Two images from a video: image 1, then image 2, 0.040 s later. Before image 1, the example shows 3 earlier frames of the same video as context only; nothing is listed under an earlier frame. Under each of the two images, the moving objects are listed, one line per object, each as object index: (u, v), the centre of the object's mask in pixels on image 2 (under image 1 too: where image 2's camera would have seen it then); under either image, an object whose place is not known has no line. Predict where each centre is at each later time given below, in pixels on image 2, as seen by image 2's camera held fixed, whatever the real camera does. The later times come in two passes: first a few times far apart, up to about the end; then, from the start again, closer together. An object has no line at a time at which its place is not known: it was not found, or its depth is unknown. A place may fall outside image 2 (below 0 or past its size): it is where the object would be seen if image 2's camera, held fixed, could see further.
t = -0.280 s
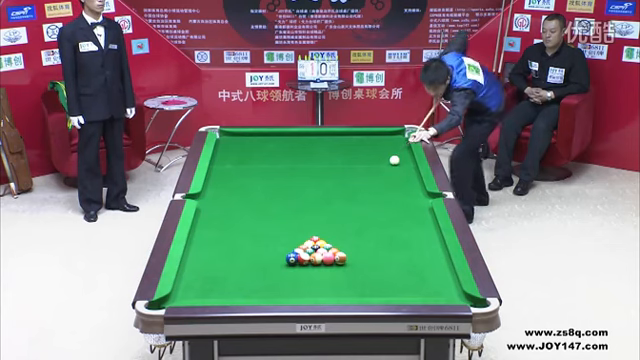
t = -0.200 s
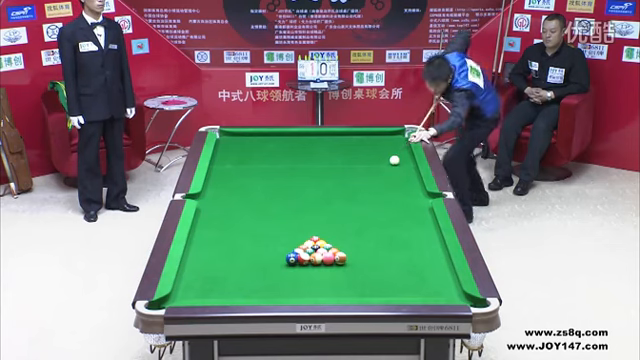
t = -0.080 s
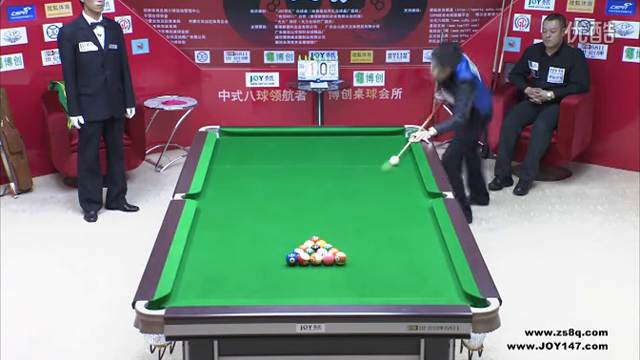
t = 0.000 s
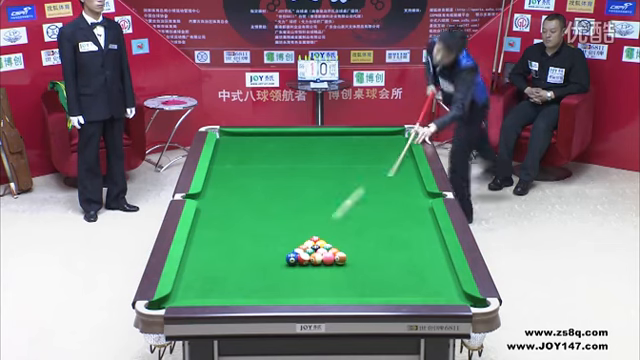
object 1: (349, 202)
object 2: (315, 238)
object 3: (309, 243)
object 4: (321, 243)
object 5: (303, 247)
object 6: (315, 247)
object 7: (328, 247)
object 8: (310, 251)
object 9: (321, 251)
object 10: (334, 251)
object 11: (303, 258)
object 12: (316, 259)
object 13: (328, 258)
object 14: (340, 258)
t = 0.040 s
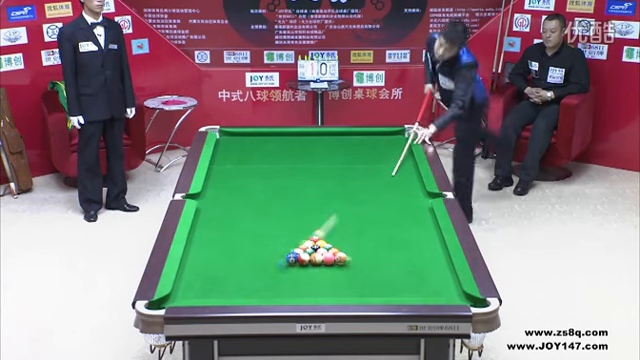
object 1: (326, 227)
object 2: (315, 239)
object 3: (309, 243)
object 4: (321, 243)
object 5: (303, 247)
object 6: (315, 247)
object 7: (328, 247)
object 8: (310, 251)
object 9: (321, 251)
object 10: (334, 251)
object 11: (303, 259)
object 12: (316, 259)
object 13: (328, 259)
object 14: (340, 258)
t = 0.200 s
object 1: (313, 225)
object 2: (279, 232)
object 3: (267, 234)
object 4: (323, 242)
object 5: (293, 246)
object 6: (313, 249)
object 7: (334, 249)
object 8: (301, 262)
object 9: (323, 254)
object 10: (342, 254)
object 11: (301, 280)
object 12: (343, 263)
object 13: (367, 283)
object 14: (406, 292)
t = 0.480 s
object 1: (306, 210)
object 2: (282, 217)
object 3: (221, 203)
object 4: (327, 238)
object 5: (277, 242)
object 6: (311, 246)
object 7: (344, 249)
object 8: (287, 272)
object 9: (325, 255)
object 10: (356, 263)
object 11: (292, 283)
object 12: (385, 270)
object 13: (409, 278)
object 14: (440, 247)
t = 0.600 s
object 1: (303, 203)
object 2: (307, 211)
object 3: (208, 186)
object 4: (329, 236)
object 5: (271, 240)
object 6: (310, 246)
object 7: (348, 248)
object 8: (276, 273)
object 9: (325, 254)
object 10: (361, 265)
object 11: (294, 280)
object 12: (402, 273)
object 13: (420, 268)
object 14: (423, 233)
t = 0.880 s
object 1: (298, 192)
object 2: (348, 197)
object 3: (240, 159)
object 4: (332, 232)
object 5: (257, 237)
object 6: (309, 245)
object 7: (356, 248)
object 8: (248, 268)
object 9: (325, 254)
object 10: (374, 270)
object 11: (303, 279)
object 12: (442, 281)
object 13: (439, 248)
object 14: (392, 206)
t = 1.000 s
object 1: (296, 187)
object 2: (364, 192)
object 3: (250, 148)
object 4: (333, 230)
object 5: (252, 235)
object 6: (308, 245)
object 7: (358, 248)
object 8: (237, 265)
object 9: (325, 254)
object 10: (379, 272)
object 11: (306, 279)
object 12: (449, 283)
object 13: (429, 241)
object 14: (381, 195)
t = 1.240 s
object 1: (291, 178)
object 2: (358, 176)
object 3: (269, 136)
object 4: (335, 228)
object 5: (241, 232)
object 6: (308, 245)
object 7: (364, 247)
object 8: (215, 262)
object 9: (325, 254)
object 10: (388, 276)
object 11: (311, 278)
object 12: (431, 287)
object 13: (410, 228)
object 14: (397, 181)
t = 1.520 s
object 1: (287, 169)
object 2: (353, 160)
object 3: (292, 151)
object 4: (337, 226)
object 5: (230, 230)
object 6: (307, 244)
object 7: (368, 247)
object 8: (193, 260)
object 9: (329, 255)
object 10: (398, 280)
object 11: (315, 278)
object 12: (412, 291)
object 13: (391, 214)
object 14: (412, 167)
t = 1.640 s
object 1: (285, 165)
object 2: (350, 154)
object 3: (302, 156)
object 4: (338, 225)
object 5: (226, 228)
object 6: (308, 244)
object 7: (370, 247)
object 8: (190, 258)
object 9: (338, 255)
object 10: (402, 280)
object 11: (317, 278)
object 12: (404, 292)
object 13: (383, 209)
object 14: (406, 161)
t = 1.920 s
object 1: (282, 157)
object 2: (346, 140)
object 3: (326, 170)
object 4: (339, 224)
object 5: (217, 226)
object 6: (308, 245)
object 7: (372, 247)
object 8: (204, 256)
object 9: (355, 257)
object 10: (410, 284)
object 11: (319, 278)
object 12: (387, 293)
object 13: (367, 197)
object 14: (390, 149)
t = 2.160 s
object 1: (279, 150)
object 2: (344, 136)
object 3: (347, 182)
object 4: (340, 223)
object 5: (211, 224)
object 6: (308, 245)
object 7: (372, 247)
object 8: (215, 253)
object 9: (368, 258)
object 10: (416, 286)
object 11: (319, 278)
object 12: (375, 293)
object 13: (354, 188)
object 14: (379, 140)
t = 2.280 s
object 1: (277, 147)
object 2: (344, 139)
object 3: (352, 181)
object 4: (340, 224)
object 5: (208, 224)
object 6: (308, 245)
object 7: (372, 246)
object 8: (219, 253)
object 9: (375, 259)
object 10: (418, 287)
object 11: (319, 278)
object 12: (369, 292)
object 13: (355, 192)
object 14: (373, 135)
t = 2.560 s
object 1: (275, 141)
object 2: (345, 146)
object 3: (362, 177)
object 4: (341, 223)
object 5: (201, 222)
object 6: (308, 245)
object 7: (372, 247)
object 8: (230, 251)
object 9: (388, 259)
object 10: (424, 289)
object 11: (319, 278)
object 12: (356, 292)
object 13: (357, 201)
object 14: (360, 138)
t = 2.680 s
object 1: (273, 138)
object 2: (345, 150)
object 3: (366, 176)
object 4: (341, 223)
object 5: (199, 222)
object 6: (308, 245)
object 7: (372, 247)
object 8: (233, 251)
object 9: (394, 260)
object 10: (425, 289)
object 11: (319, 278)
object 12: (352, 291)
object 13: (358, 204)
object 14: (354, 140)
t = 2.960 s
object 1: (271, 133)
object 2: (346, 157)
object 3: (375, 173)
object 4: (341, 223)
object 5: (199, 221)
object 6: (308, 244)
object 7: (372, 247)
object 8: (242, 249)
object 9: (405, 260)
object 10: (429, 290)
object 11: (319, 278)
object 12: (343, 290)
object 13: (360, 212)
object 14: (341, 146)
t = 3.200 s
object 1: (269, 136)
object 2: (347, 163)
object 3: (381, 171)
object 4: (341, 223)
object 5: (201, 221)
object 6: (308, 245)
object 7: (372, 247)
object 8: (248, 248)
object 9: (414, 261)
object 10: (430, 290)
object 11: (319, 278)
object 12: (336, 290)
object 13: (362, 218)
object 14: (329, 152)
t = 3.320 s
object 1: (268, 138)
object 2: (348, 166)
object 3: (384, 170)
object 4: (341, 223)
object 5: (201, 220)
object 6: (308, 245)
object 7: (372, 247)
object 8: (250, 248)
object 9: (417, 261)
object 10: (431, 290)
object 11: (319, 278)
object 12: (334, 290)
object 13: (362, 221)
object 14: (324, 154)
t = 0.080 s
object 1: (317, 232)
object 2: (305, 237)
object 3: (296, 241)
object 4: (322, 243)
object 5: (300, 249)
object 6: (314, 248)
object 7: (330, 248)
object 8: (308, 254)
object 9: (322, 252)
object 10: (336, 254)
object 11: (303, 264)
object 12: (323, 260)
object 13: (338, 265)
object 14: (355, 266)
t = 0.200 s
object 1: (313, 225)
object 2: (279, 232)
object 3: (267, 234)
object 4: (323, 242)
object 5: (293, 246)
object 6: (313, 249)
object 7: (334, 249)
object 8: (301, 262)
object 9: (323, 254)
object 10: (342, 254)
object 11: (301, 280)
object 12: (343, 263)
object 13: (367, 283)
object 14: (406, 292)
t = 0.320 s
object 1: (310, 218)
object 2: (257, 226)
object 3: (243, 228)
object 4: (325, 240)
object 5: (286, 245)
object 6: (312, 248)
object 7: (338, 249)
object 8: (295, 267)
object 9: (324, 254)
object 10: (348, 259)
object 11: (298, 294)
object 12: (361, 266)
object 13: (393, 292)
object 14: (423, 271)
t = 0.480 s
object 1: (306, 210)
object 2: (282, 217)
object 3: (221, 203)
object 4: (327, 238)
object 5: (277, 242)
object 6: (311, 246)
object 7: (344, 249)
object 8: (287, 272)
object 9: (325, 255)
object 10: (356, 263)
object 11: (292, 283)
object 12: (385, 270)
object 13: (409, 278)
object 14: (440, 247)
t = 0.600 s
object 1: (303, 203)
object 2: (307, 211)
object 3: (208, 186)
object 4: (329, 236)
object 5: (271, 240)
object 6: (310, 246)
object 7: (348, 248)
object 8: (276, 273)
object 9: (325, 254)
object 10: (361, 265)
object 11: (294, 280)
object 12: (402, 273)
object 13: (420, 268)
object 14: (423, 233)
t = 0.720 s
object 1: (301, 199)
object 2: (325, 205)
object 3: (224, 174)
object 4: (330, 234)
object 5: (265, 239)
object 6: (309, 245)
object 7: (352, 248)
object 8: (263, 270)
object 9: (325, 254)
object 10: (367, 267)
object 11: (298, 280)
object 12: (420, 276)
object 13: (431, 259)
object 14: (409, 221)
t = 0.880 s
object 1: (298, 192)
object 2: (348, 197)
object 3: (240, 159)
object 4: (332, 232)
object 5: (257, 237)
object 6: (309, 245)
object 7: (356, 248)
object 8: (248, 268)
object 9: (325, 254)
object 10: (374, 270)
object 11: (303, 279)
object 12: (442, 281)
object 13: (439, 248)
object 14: (392, 206)
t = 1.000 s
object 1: (296, 187)
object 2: (364, 192)
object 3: (250, 148)
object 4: (333, 230)
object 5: (252, 235)
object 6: (308, 245)
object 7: (358, 248)
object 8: (237, 265)
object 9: (325, 254)
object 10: (379, 272)
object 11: (306, 279)
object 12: (449, 283)
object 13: (429, 241)
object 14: (381, 195)
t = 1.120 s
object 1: (293, 183)
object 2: (362, 184)
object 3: (260, 138)
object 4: (334, 229)
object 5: (246, 234)
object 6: (308, 245)
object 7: (361, 247)
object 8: (226, 265)
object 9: (325, 255)
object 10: (383, 274)
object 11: (309, 279)
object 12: (440, 285)
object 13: (419, 234)
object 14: (387, 188)
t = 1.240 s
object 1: (291, 178)
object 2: (358, 176)
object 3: (269, 136)
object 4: (335, 228)
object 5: (241, 232)
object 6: (308, 245)
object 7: (364, 247)
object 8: (215, 262)
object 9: (325, 254)
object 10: (388, 276)
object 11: (311, 278)
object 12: (431, 287)
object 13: (410, 228)
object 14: (397, 181)
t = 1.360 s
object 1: (289, 174)
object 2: (356, 169)
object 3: (278, 143)
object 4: (336, 227)
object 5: (236, 231)
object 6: (308, 244)
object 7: (366, 247)
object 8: (205, 261)
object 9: (325, 255)
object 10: (392, 277)
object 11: (314, 278)
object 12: (423, 290)
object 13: (402, 222)
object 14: (403, 175)
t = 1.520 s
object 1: (287, 169)
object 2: (353, 160)
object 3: (292, 151)
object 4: (337, 226)
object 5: (230, 230)
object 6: (307, 244)
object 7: (368, 247)
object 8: (193, 260)
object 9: (329, 255)
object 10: (398, 280)
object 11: (315, 278)
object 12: (412, 291)
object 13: (391, 214)
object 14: (412, 167)
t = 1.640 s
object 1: (285, 165)
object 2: (350, 154)
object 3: (302, 156)
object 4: (338, 225)
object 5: (226, 228)
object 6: (308, 244)
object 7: (370, 247)
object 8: (190, 258)
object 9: (338, 255)
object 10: (402, 280)
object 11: (317, 278)
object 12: (404, 292)
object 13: (383, 209)
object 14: (406, 161)
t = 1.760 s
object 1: (283, 161)
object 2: (348, 148)
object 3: (312, 162)
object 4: (338, 225)
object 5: (222, 228)
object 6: (308, 245)
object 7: (371, 247)
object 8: (196, 257)
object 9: (345, 256)
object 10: (405, 282)
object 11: (318, 278)
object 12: (396, 294)
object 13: (376, 204)
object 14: (399, 156)
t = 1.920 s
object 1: (282, 157)
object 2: (346, 140)
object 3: (326, 170)
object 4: (339, 224)
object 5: (217, 226)
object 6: (308, 245)
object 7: (372, 247)
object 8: (204, 256)
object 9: (355, 257)
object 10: (410, 284)
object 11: (319, 278)
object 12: (387, 293)
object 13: (367, 197)
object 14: (390, 149)
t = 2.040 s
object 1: (280, 153)
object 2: (344, 135)
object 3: (337, 176)
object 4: (340, 224)
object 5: (214, 225)
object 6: (308, 245)
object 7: (372, 247)
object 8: (210, 255)
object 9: (362, 257)
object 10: (413, 285)
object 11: (319, 278)
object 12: (380, 293)
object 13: (360, 193)
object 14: (384, 144)
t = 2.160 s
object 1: (279, 150)
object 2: (344, 136)
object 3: (347, 182)
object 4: (340, 223)
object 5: (211, 224)
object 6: (308, 245)
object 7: (372, 247)
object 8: (215, 253)
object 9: (368, 258)
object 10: (416, 286)
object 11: (319, 278)
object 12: (375, 293)
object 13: (354, 188)
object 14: (379, 140)
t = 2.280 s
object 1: (277, 147)
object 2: (344, 139)
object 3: (352, 181)
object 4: (340, 224)
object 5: (208, 224)
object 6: (308, 245)
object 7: (372, 246)
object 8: (219, 253)
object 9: (375, 259)
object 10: (418, 287)
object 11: (319, 278)
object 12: (369, 292)
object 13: (355, 192)
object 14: (373, 135)
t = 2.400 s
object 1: (276, 144)
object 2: (344, 142)
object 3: (356, 179)
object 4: (341, 223)
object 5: (205, 223)
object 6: (308, 245)
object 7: (372, 247)
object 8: (224, 252)
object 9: (381, 259)
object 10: (421, 288)
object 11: (319, 278)
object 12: (364, 292)
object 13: (357, 197)
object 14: (367, 134)
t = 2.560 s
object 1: (275, 141)
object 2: (345, 146)
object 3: (362, 177)
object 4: (341, 223)
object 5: (201, 222)
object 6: (308, 245)
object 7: (372, 247)
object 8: (230, 251)
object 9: (388, 259)
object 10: (424, 289)
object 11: (319, 278)
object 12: (356, 292)
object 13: (357, 201)
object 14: (360, 138)
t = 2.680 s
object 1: (273, 138)
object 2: (345, 150)
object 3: (366, 176)
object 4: (341, 223)
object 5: (199, 222)
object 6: (308, 245)
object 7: (372, 247)
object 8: (233, 251)
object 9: (394, 260)
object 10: (425, 289)
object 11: (319, 278)
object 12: (352, 291)
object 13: (358, 204)
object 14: (354, 140)
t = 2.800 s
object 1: (272, 136)
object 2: (346, 153)
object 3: (370, 175)
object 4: (341, 223)
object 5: (198, 221)
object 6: (308, 245)
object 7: (372, 247)
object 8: (237, 250)
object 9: (399, 260)
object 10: (427, 290)
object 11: (319, 278)
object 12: (348, 291)
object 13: (359, 207)
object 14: (348, 143)
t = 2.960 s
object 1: (271, 133)
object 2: (346, 157)
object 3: (375, 173)
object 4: (341, 223)
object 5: (199, 221)
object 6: (308, 244)
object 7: (372, 247)
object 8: (242, 249)
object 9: (405, 260)
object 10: (429, 290)
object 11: (319, 278)
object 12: (343, 290)
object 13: (360, 212)
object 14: (341, 146)
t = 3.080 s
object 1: (270, 135)
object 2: (347, 160)
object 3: (378, 172)
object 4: (341, 223)
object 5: (200, 221)
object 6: (308, 244)
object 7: (372, 247)
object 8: (245, 249)
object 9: (409, 260)
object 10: (430, 290)
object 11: (319, 278)
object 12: (339, 290)
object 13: (360, 215)
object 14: (335, 148)
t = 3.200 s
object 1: (269, 136)
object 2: (347, 163)
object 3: (381, 171)
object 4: (341, 223)
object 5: (201, 221)
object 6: (308, 245)
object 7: (372, 247)
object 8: (248, 248)
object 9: (414, 261)
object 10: (430, 290)
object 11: (319, 278)
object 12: (336, 290)
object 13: (362, 218)
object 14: (329, 152)
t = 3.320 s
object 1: (268, 138)
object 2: (348, 166)
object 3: (384, 170)
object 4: (341, 223)
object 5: (201, 220)
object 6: (308, 245)
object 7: (372, 247)
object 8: (250, 248)
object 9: (417, 261)
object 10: (431, 290)
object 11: (319, 278)
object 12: (334, 290)
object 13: (362, 221)
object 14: (324, 154)
